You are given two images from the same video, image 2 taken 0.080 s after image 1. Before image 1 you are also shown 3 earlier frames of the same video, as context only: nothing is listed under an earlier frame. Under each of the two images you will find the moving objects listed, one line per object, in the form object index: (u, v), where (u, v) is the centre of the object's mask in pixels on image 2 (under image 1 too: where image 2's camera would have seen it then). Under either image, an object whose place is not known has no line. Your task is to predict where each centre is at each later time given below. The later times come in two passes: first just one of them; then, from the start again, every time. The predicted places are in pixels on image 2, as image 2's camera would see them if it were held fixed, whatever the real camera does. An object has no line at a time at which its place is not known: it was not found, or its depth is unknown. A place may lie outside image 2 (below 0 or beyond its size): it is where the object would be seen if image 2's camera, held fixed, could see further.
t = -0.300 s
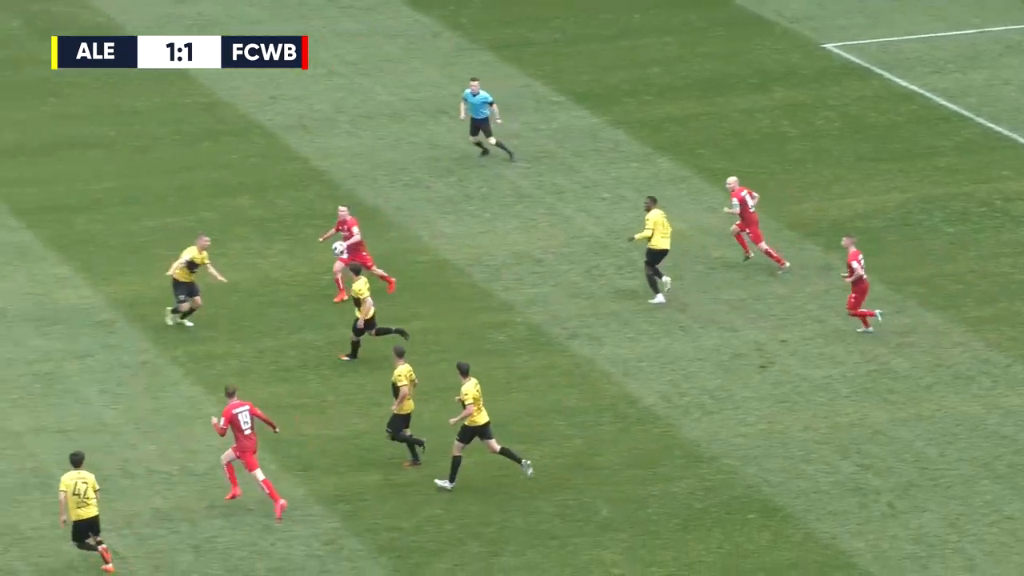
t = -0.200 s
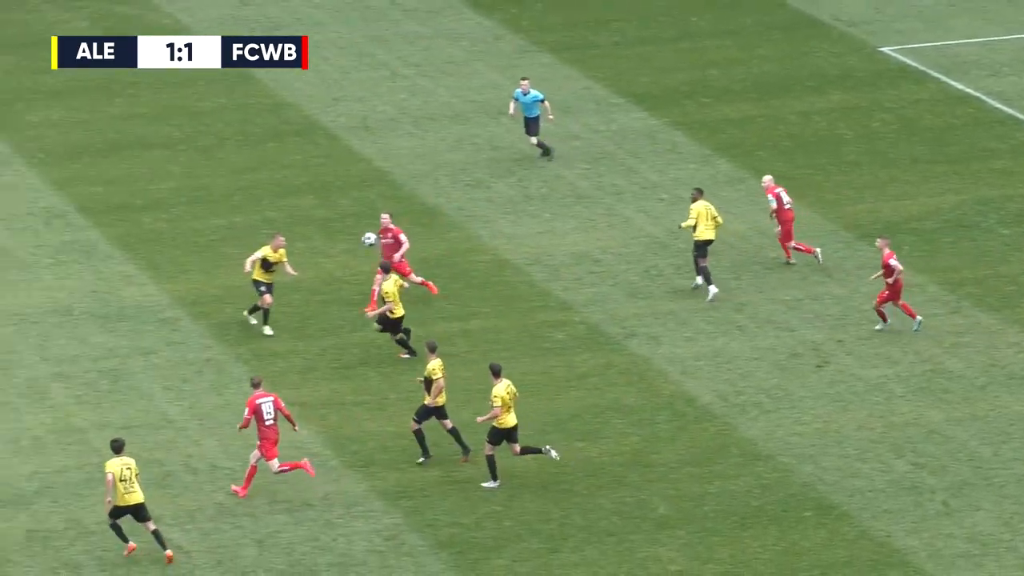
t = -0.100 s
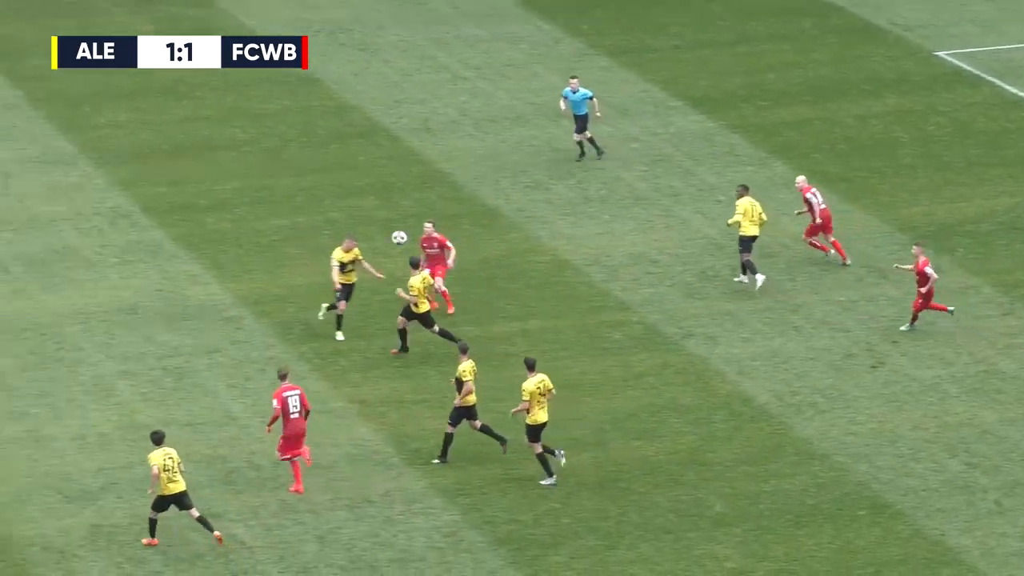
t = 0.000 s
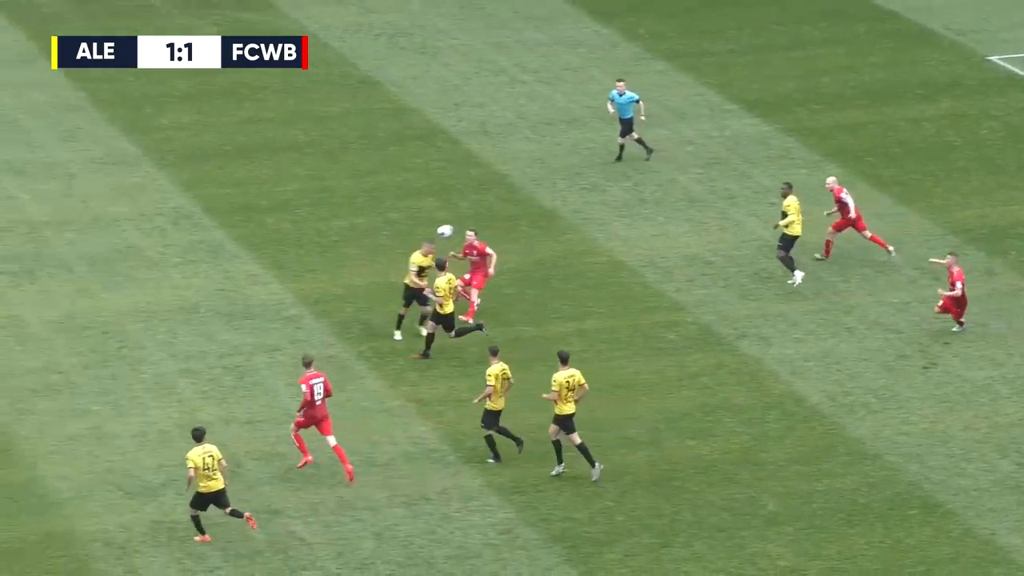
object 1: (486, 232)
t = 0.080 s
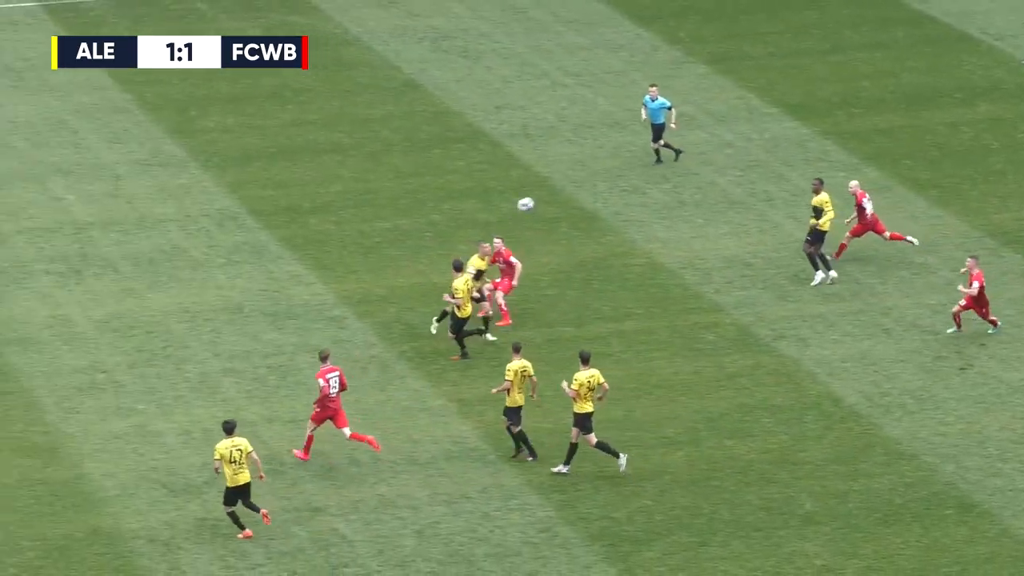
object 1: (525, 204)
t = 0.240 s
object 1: (602, 156)
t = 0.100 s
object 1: (535, 197)
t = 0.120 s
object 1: (544, 191)
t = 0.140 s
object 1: (554, 184)
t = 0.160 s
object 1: (564, 178)
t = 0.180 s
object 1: (573, 172)
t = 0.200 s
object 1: (583, 166)
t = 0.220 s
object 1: (592, 161)
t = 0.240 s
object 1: (602, 156)
